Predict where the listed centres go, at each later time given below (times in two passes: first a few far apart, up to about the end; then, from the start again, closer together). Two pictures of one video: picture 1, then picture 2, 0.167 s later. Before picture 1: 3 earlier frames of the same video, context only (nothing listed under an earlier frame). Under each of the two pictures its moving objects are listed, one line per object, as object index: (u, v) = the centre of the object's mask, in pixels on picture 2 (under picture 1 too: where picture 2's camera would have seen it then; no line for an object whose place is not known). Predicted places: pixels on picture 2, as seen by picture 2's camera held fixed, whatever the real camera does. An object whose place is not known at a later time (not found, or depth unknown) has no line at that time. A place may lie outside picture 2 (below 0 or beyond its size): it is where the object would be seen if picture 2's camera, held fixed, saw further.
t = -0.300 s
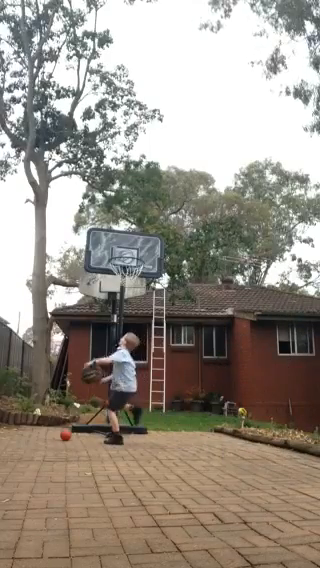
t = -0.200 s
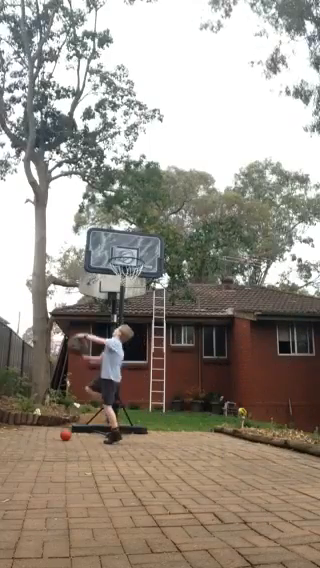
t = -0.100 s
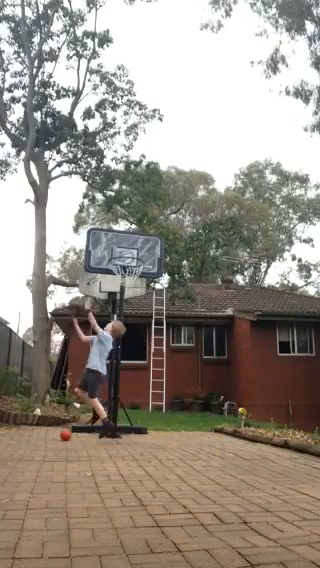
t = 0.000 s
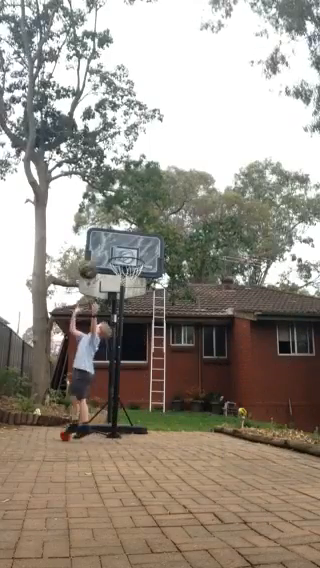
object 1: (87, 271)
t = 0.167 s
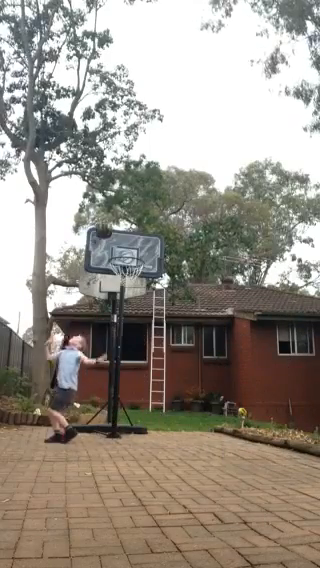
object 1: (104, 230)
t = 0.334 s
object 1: (118, 214)
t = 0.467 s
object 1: (130, 212)
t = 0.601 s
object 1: (142, 222)
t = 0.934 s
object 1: (169, 306)
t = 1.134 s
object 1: (186, 400)
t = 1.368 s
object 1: (188, 362)
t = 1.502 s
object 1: (185, 324)
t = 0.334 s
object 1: (118, 214)
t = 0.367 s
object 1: (121, 210)
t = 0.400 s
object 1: (124, 210)
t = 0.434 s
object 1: (127, 211)
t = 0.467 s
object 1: (130, 212)
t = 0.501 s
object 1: (133, 213)
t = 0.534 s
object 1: (136, 216)
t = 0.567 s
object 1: (138, 218)
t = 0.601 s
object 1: (142, 222)
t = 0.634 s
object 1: (145, 226)
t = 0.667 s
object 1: (147, 232)
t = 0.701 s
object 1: (150, 239)
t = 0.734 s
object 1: (152, 246)
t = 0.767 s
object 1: (154, 253)
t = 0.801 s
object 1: (158, 262)
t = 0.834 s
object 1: (160, 270)
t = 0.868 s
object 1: (165, 280)
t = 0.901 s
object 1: (168, 295)
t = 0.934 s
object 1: (169, 306)
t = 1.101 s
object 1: (184, 381)
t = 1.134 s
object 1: (186, 400)
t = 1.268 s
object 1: (190, 400)
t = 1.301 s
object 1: (190, 387)
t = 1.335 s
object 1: (189, 374)
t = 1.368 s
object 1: (188, 362)
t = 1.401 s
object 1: (187, 352)
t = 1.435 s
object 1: (187, 341)
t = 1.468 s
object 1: (185, 333)
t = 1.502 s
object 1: (185, 324)
